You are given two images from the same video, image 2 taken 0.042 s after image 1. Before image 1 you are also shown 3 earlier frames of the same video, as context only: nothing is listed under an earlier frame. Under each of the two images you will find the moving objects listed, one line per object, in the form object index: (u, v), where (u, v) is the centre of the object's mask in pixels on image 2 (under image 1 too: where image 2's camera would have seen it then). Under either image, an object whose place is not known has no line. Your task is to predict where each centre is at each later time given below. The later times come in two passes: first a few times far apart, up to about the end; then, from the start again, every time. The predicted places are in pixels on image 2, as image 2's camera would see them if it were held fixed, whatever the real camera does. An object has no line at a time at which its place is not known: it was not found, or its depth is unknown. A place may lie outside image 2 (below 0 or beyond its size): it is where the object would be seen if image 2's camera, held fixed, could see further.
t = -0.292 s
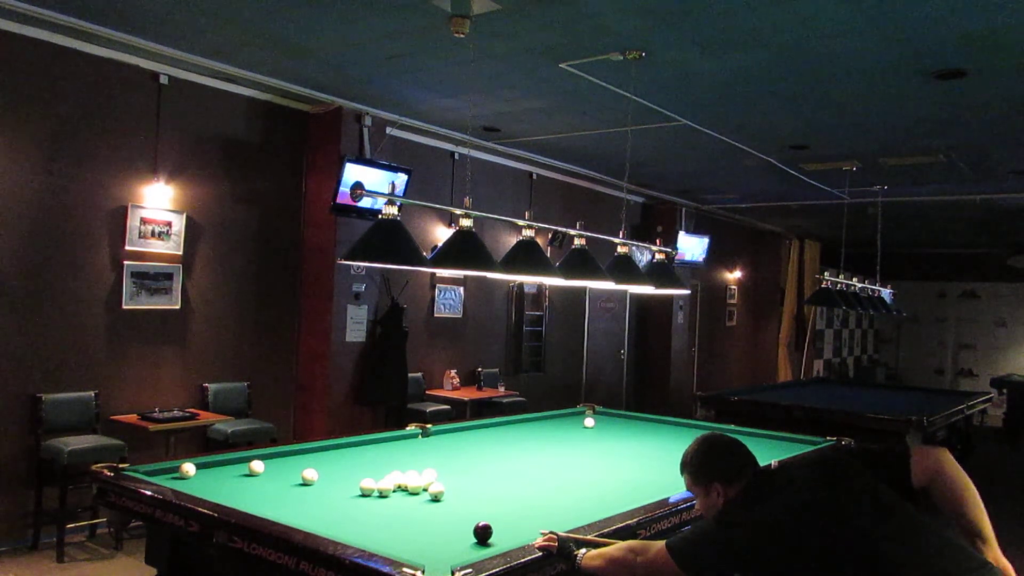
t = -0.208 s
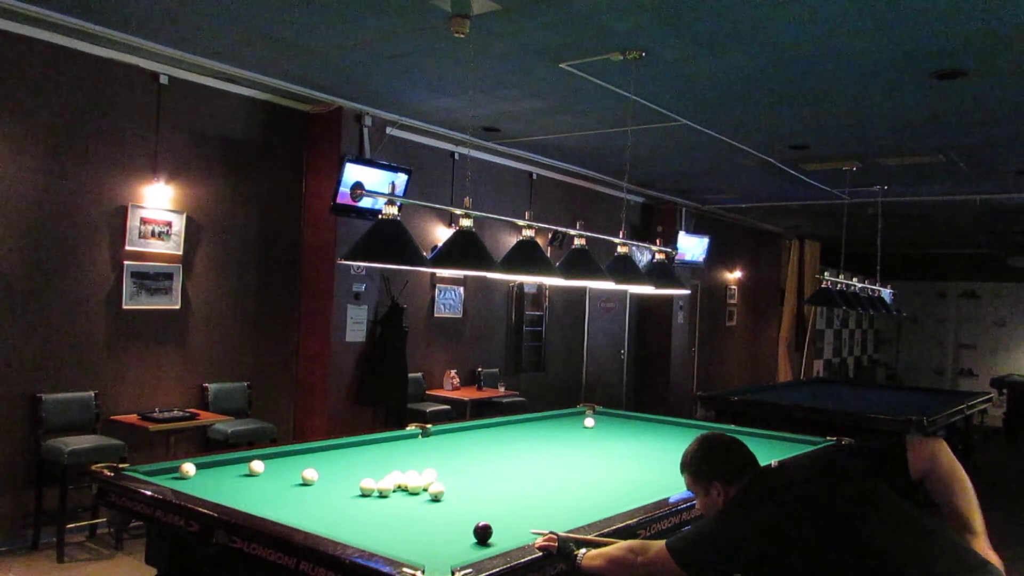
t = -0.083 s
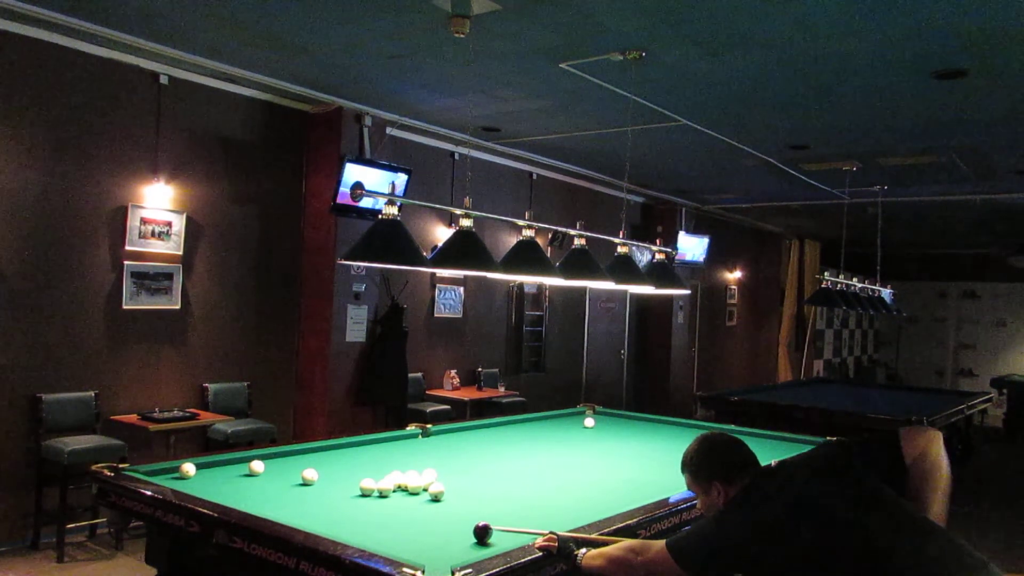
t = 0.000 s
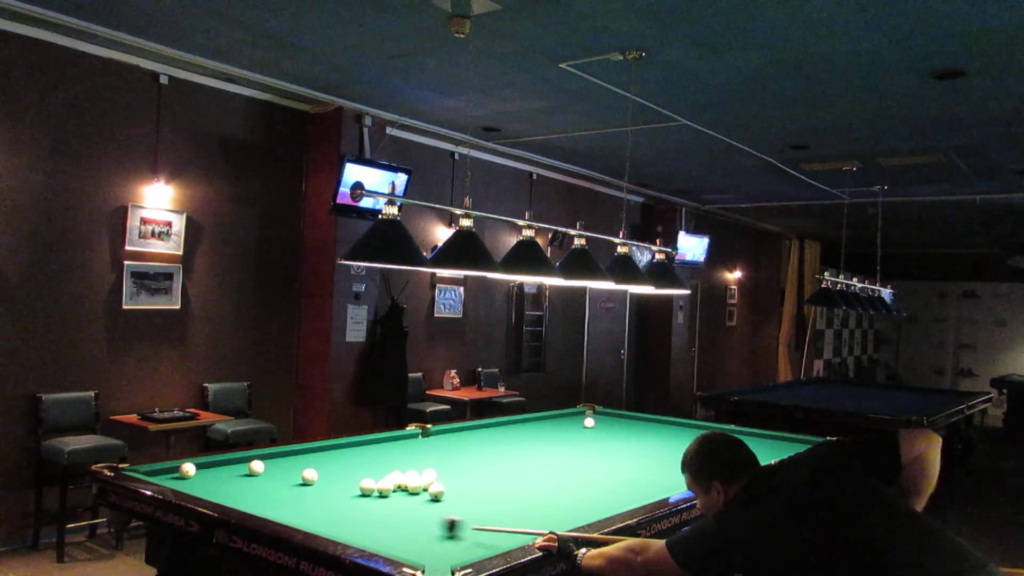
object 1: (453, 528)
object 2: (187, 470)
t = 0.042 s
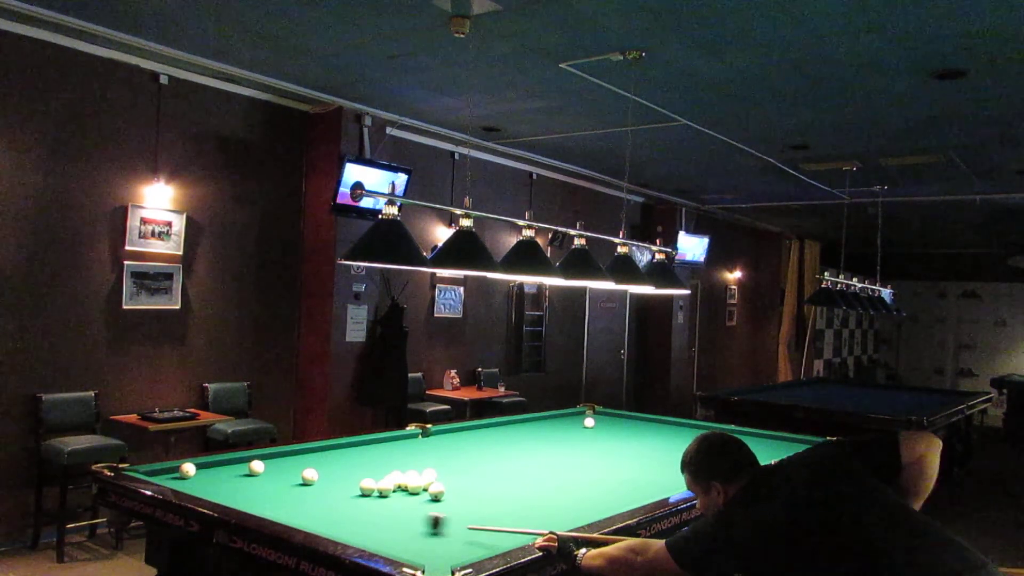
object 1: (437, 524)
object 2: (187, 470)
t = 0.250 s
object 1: (362, 509)
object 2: (187, 470)
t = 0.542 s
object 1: (272, 490)
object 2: (187, 470)
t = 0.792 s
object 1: (205, 477)
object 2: (187, 470)
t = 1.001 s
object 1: (161, 473)
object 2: (195, 469)
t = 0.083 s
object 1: (421, 521)
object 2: (187, 470)
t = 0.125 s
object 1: (406, 518)
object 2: (187, 470)
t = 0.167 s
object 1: (391, 515)
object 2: (187, 470)
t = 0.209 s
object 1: (376, 512)
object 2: (187, 470)
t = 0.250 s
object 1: (362, 509)
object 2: (187, 470)
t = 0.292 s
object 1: (348, 505)
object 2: (187, 470)
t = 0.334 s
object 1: (335, 503)
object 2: (187, 470)
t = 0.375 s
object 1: (322, 500)
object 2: (187, 470)
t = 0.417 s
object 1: (309, 497)
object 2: (187, 470)
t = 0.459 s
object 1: (297, 495)
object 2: (187, 470)
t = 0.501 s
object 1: (284, 492)
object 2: (187, 470)
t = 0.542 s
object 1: (272, 490)
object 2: (187, 470)
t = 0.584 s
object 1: (261, 487)
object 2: (187, 470)
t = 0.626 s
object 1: (249, 485)
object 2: (187, 470)
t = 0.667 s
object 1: (238, 483)
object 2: (187, 470)
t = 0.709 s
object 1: (226, 481)
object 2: (187, 470)
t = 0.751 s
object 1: (215, 479)
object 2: (187, 470)
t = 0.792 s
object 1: (205, 477)
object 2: (187, 470)
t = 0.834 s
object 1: (194, 476)
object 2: (186, 470)
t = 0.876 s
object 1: (184, 474)
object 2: (186, 466)
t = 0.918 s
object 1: (176, 474)
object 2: (187, 466)
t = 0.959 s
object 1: (169, 474)
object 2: (190, 468)
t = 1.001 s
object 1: (161, 473)
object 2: (195, 469)
